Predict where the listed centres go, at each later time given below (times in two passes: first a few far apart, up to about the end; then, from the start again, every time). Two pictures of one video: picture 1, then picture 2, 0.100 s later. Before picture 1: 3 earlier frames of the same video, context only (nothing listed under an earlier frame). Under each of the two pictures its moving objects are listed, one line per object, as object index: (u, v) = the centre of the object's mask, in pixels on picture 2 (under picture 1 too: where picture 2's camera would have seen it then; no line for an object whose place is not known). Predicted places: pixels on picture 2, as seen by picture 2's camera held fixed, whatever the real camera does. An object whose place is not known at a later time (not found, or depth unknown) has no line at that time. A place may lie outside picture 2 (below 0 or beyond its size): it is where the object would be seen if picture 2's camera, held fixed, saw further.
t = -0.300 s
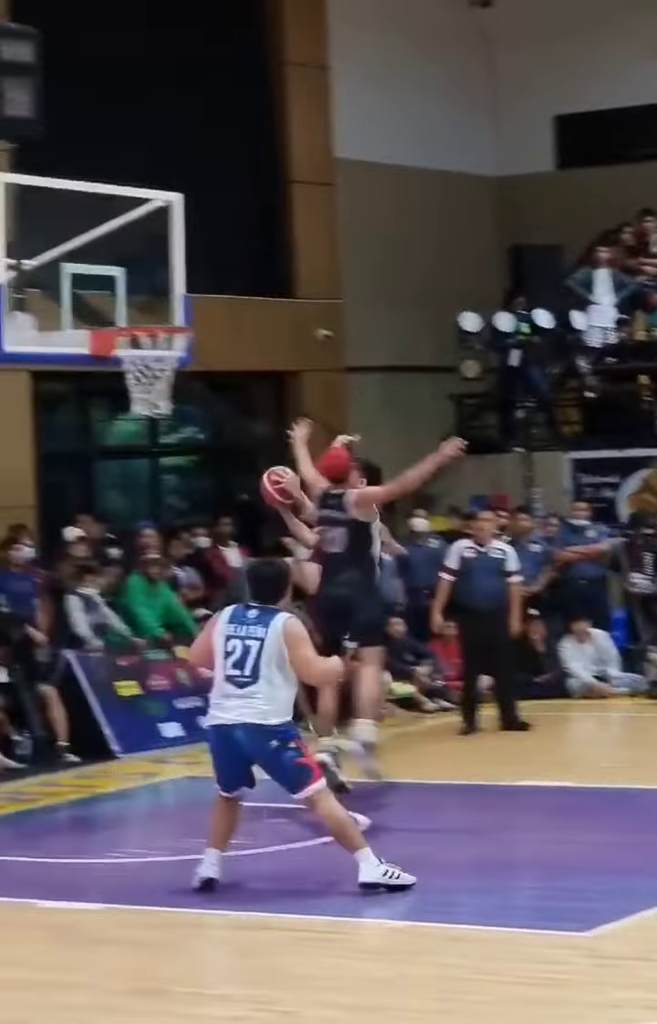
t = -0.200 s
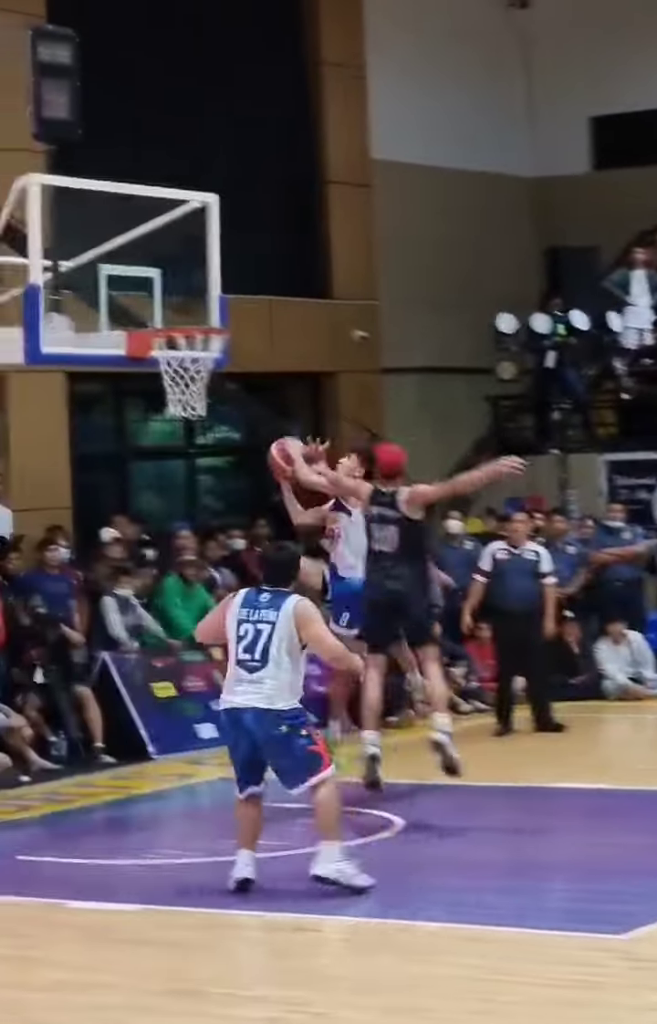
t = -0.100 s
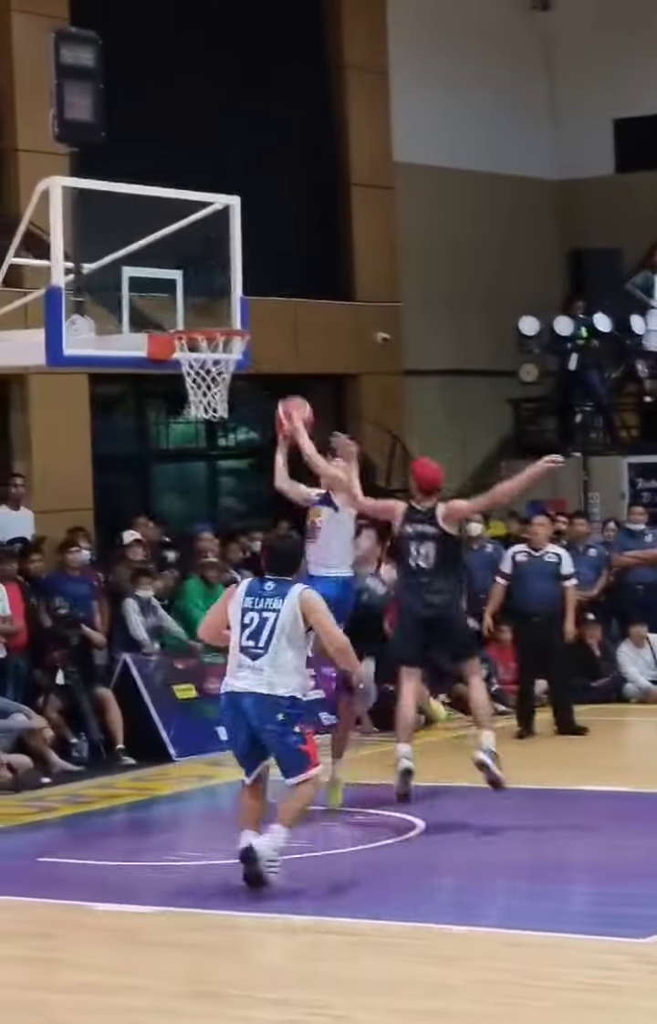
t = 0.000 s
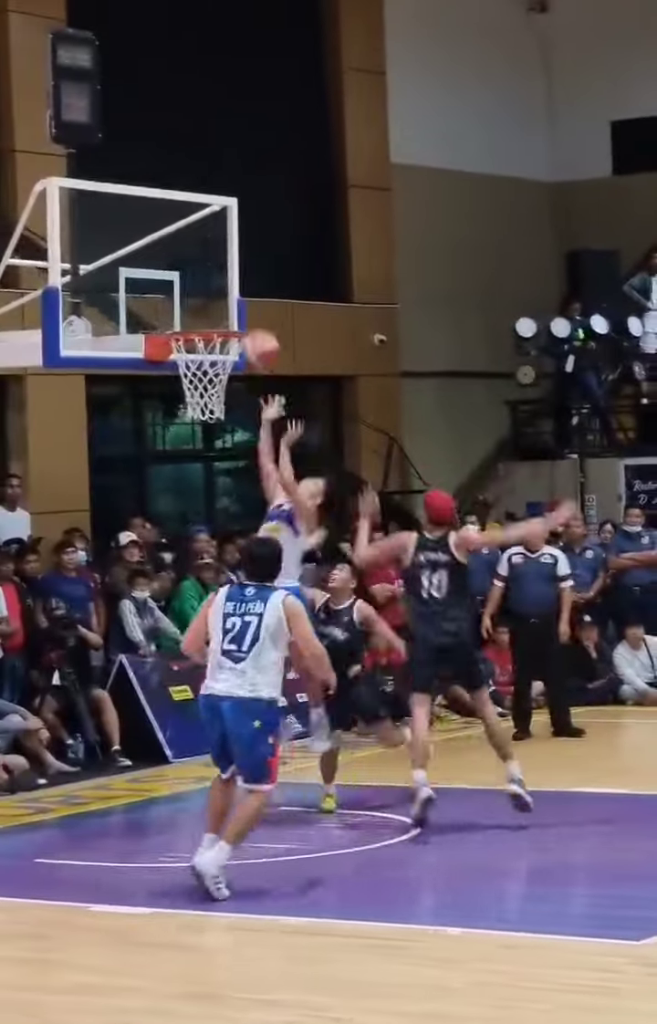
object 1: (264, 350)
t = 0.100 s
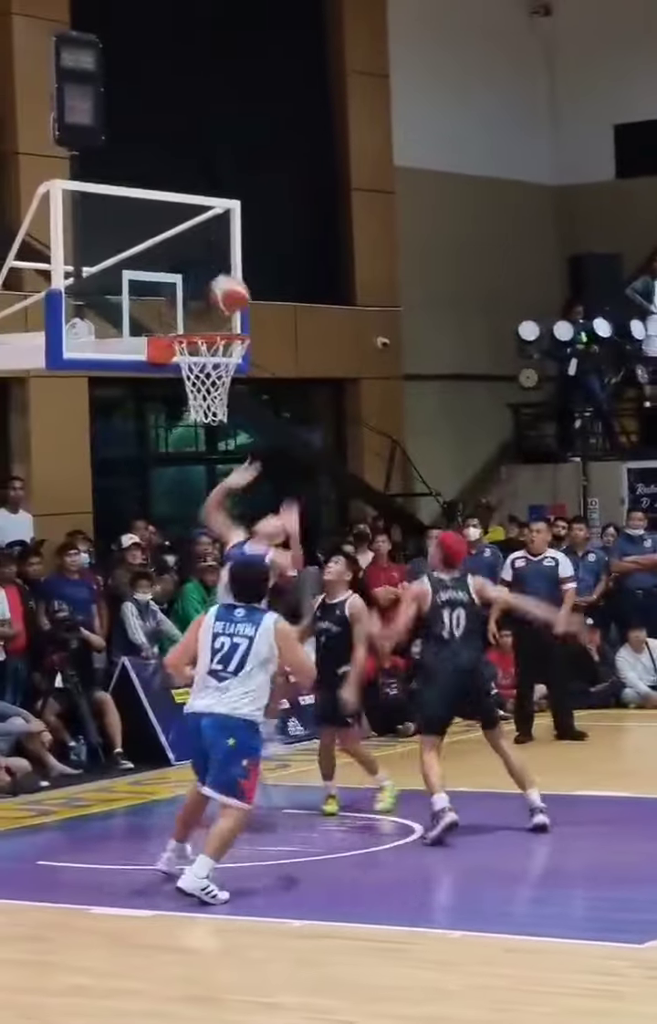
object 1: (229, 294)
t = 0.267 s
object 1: (205, 246)
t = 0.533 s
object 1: (209, 279)
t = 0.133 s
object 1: (218, 280)
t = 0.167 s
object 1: (210, 267)
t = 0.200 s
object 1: (205, 257)
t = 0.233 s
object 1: (205, 251)
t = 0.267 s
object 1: (205, 246)
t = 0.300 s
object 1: (206, 245)
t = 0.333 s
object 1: (206, 245)
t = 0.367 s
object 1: (207, 246)
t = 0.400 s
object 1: (206, 249)
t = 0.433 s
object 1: (207, 254)
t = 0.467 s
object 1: (208, 260)
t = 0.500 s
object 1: (208, 268)
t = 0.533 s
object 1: (209, 279)
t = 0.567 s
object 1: (210, 291)
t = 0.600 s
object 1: (211, 303)
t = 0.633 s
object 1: (212, 316)
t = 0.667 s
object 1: (211, 314)
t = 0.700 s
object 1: (209, 311)
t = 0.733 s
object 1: (206, 309)
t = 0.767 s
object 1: (205, 310)
